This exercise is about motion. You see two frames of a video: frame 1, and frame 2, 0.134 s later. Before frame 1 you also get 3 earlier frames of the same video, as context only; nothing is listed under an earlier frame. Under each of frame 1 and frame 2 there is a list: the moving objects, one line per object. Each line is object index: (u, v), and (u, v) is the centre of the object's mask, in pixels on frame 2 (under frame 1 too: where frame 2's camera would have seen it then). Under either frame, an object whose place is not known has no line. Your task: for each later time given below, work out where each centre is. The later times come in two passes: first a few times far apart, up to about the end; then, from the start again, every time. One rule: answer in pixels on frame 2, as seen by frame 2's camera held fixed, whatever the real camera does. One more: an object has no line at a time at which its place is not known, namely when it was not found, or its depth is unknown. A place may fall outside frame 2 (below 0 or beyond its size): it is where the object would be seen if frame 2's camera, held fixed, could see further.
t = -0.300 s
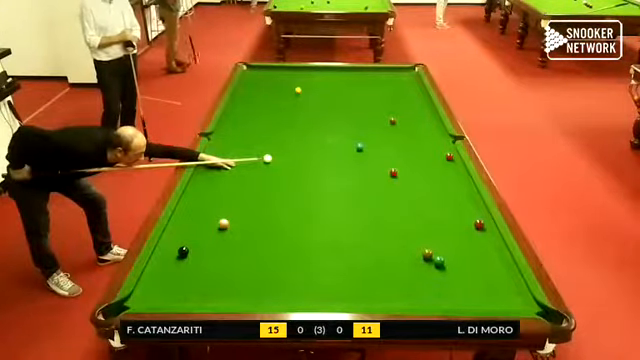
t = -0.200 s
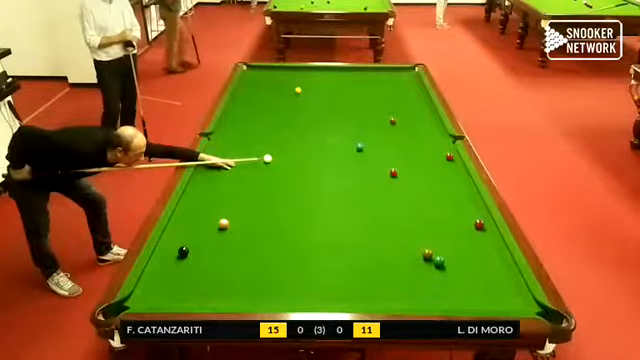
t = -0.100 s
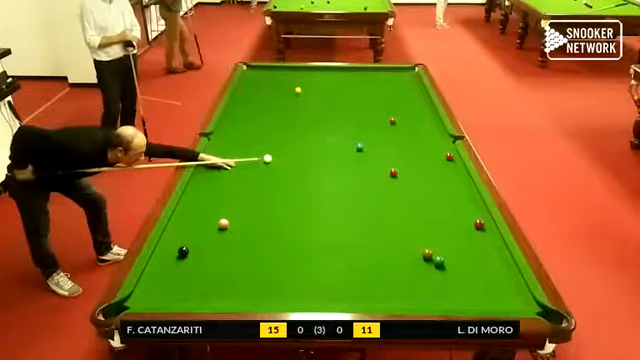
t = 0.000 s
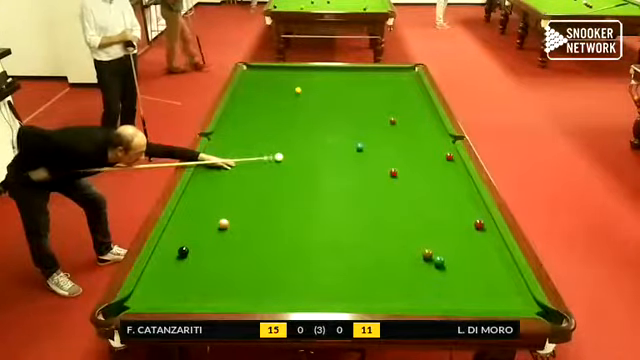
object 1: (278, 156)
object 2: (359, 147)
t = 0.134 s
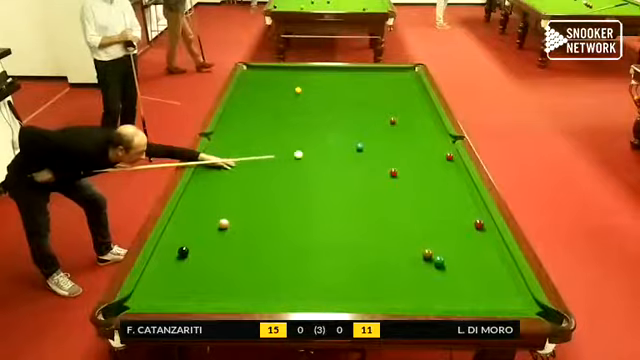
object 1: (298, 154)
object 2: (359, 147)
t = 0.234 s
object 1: (312, 152)
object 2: (359, 147)
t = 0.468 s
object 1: (342, 148)
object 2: (359, 147)
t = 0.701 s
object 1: (356, 147)
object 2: (373, 145)
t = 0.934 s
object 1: (361, 146)
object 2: (392, 143)
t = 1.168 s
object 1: (366, 145)
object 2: (408, 141)
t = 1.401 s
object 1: (370, 144)
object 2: (422, 139)
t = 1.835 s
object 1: (376, 143)
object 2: (449, 136)
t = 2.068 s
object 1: (380, 142)
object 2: (450, 140)
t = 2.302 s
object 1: (381, 142)
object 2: (450, 141)
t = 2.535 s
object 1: (382, 142)
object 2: (450, 144)
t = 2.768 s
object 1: (382, 142)
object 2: (451, 148)
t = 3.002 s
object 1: (382, 142)
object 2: (450, 151)
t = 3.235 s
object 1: (382, 142)
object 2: (451, 150)
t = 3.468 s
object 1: (382, 142)
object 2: (451, 151)
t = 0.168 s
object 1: (302, 154)
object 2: (359, 147)
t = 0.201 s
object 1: (307, 153)
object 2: (359, 147)
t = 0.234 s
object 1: (312, 152)
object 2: (359, 147)
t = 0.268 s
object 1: (316, 152)
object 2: (359, 147)
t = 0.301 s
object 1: (320, 151)
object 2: (359, 147)
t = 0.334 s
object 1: (325, 151)
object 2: (359, 147)
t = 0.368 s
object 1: (329, 150)
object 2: (359, 147)
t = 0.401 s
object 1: (334, 150)
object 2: (359, 147)
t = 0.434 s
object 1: (338, 149)
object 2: (359, 147)
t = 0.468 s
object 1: (342, 148)
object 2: (359, 147)
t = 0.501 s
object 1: (347, 148)
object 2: (359, 147)
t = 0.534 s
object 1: (351, 147)
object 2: (360, 147)
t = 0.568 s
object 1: (352, 147)
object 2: (361, 147)
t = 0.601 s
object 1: (353, 147)
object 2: (365, 146)
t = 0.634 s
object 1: (353, 147)
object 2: (369, 146)
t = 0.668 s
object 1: (354, 147)
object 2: (370, 145)
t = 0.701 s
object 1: (356, 147)
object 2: (373, 145)
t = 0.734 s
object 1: (356, 146)
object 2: (377, 145)
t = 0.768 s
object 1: (357, 146)
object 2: (379, 145)
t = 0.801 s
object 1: (358, 146)
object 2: (382, 144)
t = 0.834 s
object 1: (358, 146)
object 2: (384, 144)
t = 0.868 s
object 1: (359, 146)
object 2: (386, 144)
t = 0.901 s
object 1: (360, 146)
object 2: (387, 144)
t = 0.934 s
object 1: (361, 146)
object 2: (392, 143)
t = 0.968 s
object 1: (362, 145)
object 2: (393, 143)
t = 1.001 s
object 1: (362, 145)
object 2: (396, 143)
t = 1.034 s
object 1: (363, 145)
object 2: (398, 142)
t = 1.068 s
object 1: (364, 145)
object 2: (401, 142)
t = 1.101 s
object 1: (364, 145)
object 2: (403, 142)
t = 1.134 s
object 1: (365, 145)
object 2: (405, 142)
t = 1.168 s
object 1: (366, 145)
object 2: (408, 141)
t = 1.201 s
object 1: (366, 145)
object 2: (410, 141)
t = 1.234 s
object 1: (367, 144)
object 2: (412, 141)
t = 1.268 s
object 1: (368, 145)
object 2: (412, 141)
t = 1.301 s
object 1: (369, 144)
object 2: (414, 140)
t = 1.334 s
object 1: (369, 144)
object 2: (419, 140)
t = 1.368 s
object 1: (370, 144)
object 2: (421, 140)
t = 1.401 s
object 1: (370, 144)
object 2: (422, 139)
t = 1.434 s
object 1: (370, 144)
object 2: (423, 140)
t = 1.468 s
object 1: (371, 144)
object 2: (427, 139)
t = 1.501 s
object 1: (372, 144)
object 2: (429, 139)
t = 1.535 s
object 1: (373, 143)
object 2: (429, 139)
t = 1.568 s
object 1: (374, 143)
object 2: (435, 138)
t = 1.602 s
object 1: (375, 143)
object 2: (437, 138)
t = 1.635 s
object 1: (375, 144)
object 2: (441, 137)
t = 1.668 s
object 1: (376, 143)
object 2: (442, 138)
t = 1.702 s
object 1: (376, 143)
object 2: (443, 137)
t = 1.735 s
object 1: (376, 143)
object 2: (448, 137)
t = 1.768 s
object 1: (376, 143)
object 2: (449, 136)
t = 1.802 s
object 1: (376, 143)
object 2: (449, 136)
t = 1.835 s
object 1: (376, 143)
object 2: (449, 136)
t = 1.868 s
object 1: (377, 143)
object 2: (450, 136)
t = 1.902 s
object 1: (378, 143)
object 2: (450, 136)
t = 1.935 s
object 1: (378, 143)
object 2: (449, 137)
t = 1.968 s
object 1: (379, 142)
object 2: (449, 137)
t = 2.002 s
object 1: (379, 142)
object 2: (449, 138)
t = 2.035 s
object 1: (380, 142)
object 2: (450, 139)
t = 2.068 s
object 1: (380, 142)
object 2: (450, 140)
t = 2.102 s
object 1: (380, 142)
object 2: (450, 140)
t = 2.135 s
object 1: (380, 142)
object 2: (450, 140)
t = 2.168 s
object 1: (380, 142)
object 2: (450, 140)
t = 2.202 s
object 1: (381, 142)
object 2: (450, 140)
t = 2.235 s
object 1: (381, 142)
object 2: (450, 141)
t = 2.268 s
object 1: (381, 142)
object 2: (450, 141)
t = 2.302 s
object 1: (381, 142)
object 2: (450, 141)
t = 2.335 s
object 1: (382, 142)
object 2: (450, 142)
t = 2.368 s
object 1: (382, 142)
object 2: (450, 142)
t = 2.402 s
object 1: (382, 142)
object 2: (450, 142)
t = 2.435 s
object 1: (382, 142)
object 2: (450, 143)
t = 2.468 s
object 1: (382, 142)
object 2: (450, 143)
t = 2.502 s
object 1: (382, 142)
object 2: (450, 144)
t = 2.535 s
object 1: (382, 142)
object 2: (450, 144)
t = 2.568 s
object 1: (382, 142)
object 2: (450, 145)
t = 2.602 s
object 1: (382, 142)
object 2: (450, 145)
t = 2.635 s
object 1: (382, 142)
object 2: (450, 145)
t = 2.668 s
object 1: (382, 142)
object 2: (450, 145)
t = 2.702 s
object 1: (382, 142)
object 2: (450, 146)
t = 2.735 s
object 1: (382, 142)
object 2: (451, 148)
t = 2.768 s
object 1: (382, 142)
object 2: (451, 148)
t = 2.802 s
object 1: (382, 142)
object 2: (451, 148)
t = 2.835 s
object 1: (382, 142)
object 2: (451, 149)
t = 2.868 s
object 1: (382, 142)
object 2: (451, 149)
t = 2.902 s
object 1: (382, 142)
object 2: (451, 149)
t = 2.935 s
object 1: (382, 142)
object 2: (451, 149)
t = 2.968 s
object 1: (382, 142)
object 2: (450, 151)
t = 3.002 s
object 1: (382, 142)
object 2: (450, 151)
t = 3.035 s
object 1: (382, 142)
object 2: (451, 150)
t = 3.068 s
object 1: (382, 142)
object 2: (450, 151)
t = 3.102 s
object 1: (382, 142)
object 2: (451, 150)
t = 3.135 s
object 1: (382, 142)
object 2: (451, 150)
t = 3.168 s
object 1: (382, 142)
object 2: (451, 151)
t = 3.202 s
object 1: (382, 142)
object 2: (451, 150)
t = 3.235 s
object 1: (382, 142)
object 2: (451, 150)
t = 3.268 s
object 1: (382, 142)
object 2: (451, 151)
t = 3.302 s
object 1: (382, 142)
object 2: (451, 151)
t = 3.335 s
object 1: (382, 142)
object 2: (451, 151)
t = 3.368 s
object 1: (382, 142)
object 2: (451, 151)
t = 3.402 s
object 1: (382, 142)
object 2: (451, 151)
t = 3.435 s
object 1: (382, 142)
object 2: (451, 151)
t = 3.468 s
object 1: (382, 142)
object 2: (451, 151)
